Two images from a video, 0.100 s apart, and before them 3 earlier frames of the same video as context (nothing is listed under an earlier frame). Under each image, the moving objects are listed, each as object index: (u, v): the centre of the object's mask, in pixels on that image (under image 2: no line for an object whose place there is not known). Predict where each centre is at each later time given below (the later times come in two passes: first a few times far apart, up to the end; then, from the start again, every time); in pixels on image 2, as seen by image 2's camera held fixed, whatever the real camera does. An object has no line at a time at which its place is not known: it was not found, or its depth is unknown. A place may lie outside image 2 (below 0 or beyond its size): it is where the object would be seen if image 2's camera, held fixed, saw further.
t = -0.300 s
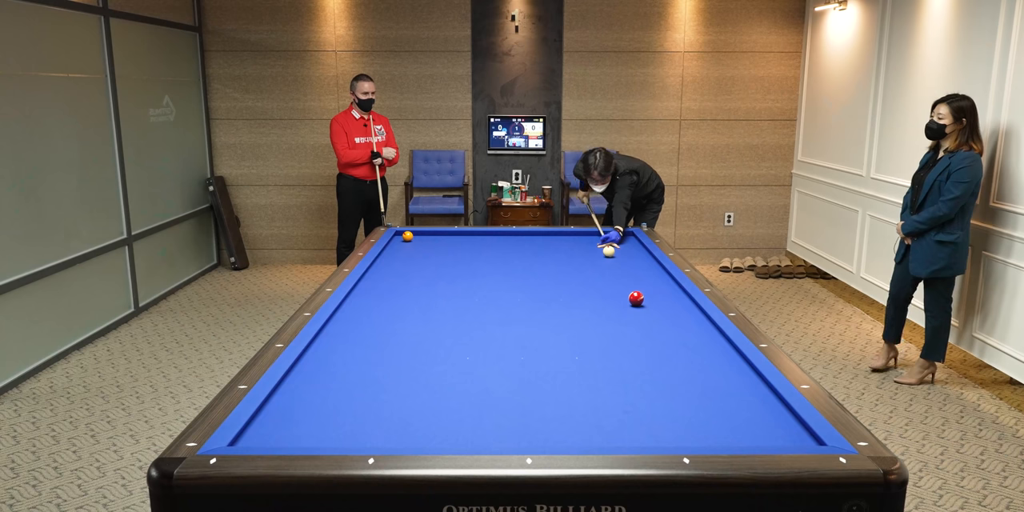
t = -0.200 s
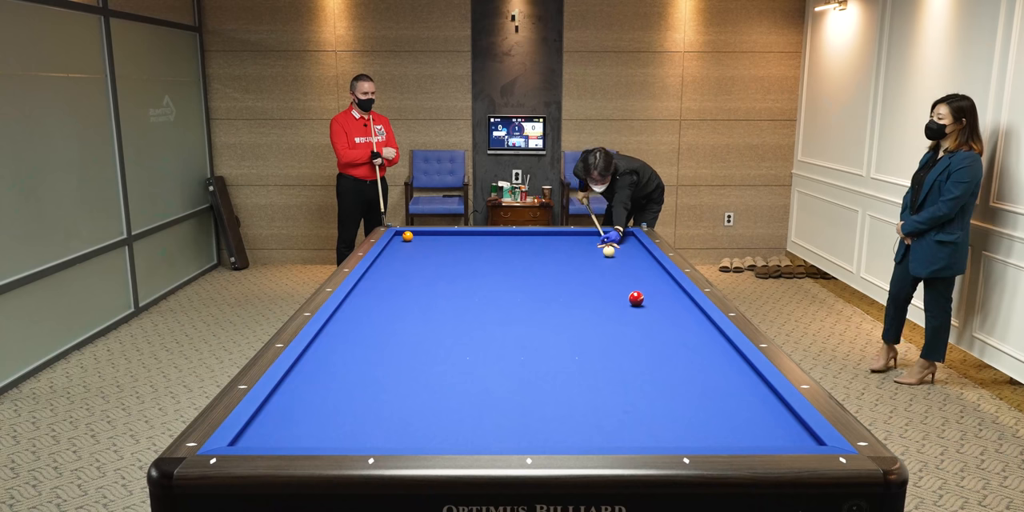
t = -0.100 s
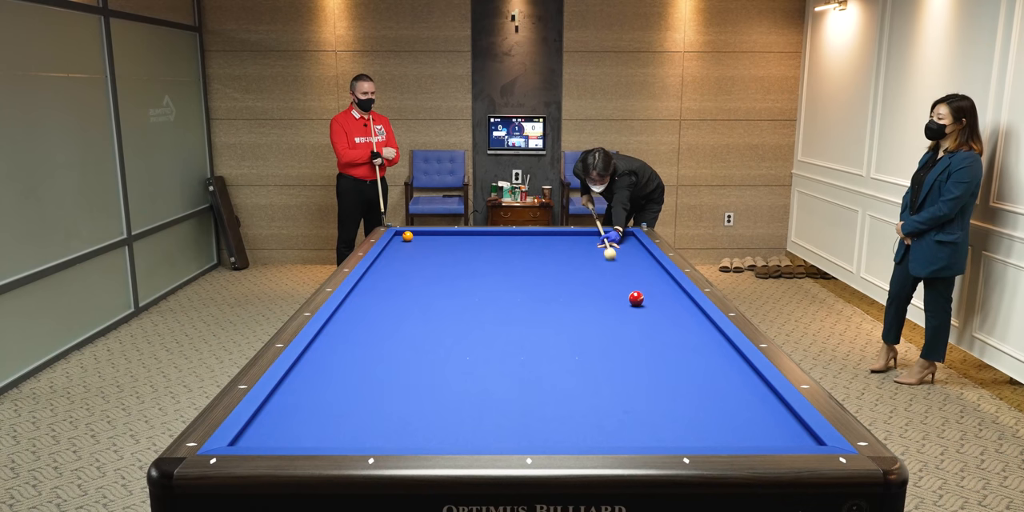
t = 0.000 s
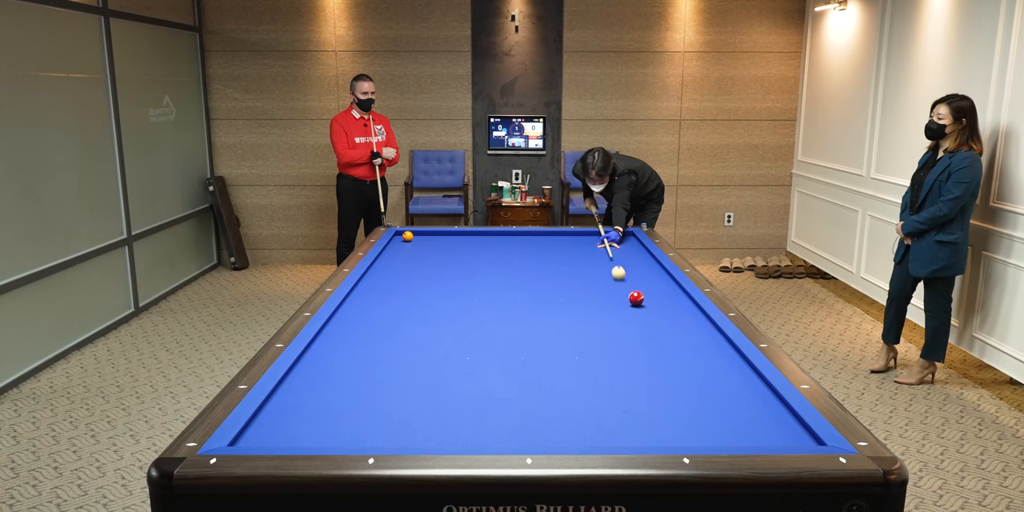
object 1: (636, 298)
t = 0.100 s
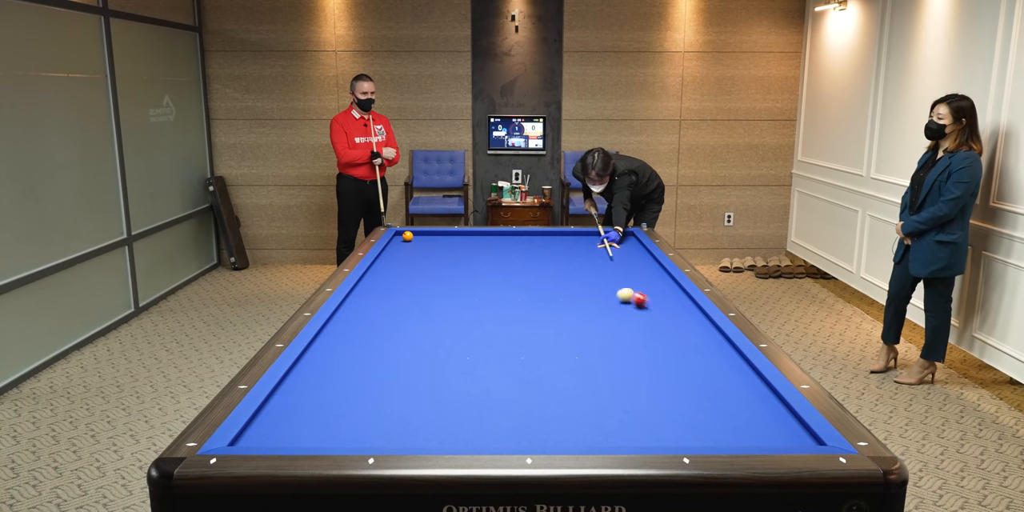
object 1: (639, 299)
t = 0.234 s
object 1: (705, 331)
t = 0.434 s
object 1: (706, 383)
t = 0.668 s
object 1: (666, 433)
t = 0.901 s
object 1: (573, 386)
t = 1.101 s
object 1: (515, 360)
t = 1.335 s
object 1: (458, 336)
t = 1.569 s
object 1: (412, 316)
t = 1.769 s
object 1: (378, 301)
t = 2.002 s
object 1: (369, 287)
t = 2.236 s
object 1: (402, 275)
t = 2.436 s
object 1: (425, 266)
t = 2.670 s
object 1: (450, 257)
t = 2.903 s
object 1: (472, 249)
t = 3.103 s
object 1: (489, 243)
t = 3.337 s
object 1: (507, 236)
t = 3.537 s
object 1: (522, 233)
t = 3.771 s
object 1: (543, 237)
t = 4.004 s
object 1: (565, 240)
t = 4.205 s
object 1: (585, 244)
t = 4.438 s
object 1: (608, 248)
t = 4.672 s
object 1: (633, 252)
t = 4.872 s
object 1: (645, 255)
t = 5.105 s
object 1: (636, 259)
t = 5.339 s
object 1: (627, 264)
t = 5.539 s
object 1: (618, 268)
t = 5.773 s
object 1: (608, 272)
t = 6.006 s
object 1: (598, 277)
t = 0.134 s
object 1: (655, 307)
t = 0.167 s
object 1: (671, 315)
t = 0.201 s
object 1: (687, 323)
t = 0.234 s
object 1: (705, 331)
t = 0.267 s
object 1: (723, 341)
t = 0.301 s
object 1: (721, 349)
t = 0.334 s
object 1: (717, 357)
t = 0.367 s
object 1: (713, 365)
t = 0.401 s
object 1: (710, 374)
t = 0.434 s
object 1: (706, 383)
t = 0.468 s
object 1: (702, 392)
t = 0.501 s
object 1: (699, 402)
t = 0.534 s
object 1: (695, 413)
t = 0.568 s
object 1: (691, 423)
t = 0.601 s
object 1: (688, 433)
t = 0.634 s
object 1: (682, 438)
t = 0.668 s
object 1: (666, 433)
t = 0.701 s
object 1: (650, 425)
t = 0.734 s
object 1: (635, 417)
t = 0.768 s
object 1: (622, 410)
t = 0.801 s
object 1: (609, 403)
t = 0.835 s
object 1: (596, 397)
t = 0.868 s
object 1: (584, 391)
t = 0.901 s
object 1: (573, 386)
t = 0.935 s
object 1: (563, 381)
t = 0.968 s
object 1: (553, 376)
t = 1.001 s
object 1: (543, 372)
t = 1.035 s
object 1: (533, 369)
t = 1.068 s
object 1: (524, 365)
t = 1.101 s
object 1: (515, 360)
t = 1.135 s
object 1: (506, 357)
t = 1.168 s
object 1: (498, 353)
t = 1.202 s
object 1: (489, 349)
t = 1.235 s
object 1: (481, 346)
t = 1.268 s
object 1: (474, 342)
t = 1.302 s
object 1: (466, 339)
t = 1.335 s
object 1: (458, 336)
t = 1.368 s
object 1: (451, 333)
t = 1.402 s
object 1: (445, 330)
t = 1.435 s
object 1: (438, 327)
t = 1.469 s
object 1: (431, 324)
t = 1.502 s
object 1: (425, 321)
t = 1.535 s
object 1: (418, 318)
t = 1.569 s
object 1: (412, 316)
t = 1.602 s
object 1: (406, 313)
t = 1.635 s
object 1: (400, 311)
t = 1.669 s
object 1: (395, 308)
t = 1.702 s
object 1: (389, 306)
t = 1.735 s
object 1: (384, 304)
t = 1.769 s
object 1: (378, 301)
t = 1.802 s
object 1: (373, 299)
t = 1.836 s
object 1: (368, 297)
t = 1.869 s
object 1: (363, 295)
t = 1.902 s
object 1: (358, 293)
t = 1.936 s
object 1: (357, 291)
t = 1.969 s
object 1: (364, 289)
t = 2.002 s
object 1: (369, 287)
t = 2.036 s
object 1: (375, 285)
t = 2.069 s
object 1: (380, 283)
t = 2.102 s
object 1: (384, 282)
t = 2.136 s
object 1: (388, 280)
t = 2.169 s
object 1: (393, 279)
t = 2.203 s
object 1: (397, 277)
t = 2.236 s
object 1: (402, 275)
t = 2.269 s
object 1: (405, 274)
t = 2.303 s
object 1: (410, 272)
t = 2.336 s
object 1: (414, 271)
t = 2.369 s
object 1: (418, 269)
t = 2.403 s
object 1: (421, 268)
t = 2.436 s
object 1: (425, 266)
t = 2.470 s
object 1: (429, 265)
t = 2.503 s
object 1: (433, 263)
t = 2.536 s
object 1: (436, 262)
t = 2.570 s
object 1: (440, 261)
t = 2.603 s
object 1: (443, 260)
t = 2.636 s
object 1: (446, 258)
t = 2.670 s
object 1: (450, 257)
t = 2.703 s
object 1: (453, 256)
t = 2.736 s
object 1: (456, 255)
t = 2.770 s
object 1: (460, 254)
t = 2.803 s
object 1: (463, 252)
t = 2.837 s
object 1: (466, 251)
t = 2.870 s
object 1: (469, 250)
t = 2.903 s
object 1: (472, 249)
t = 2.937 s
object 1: (475, 248)
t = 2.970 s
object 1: (478, 247)
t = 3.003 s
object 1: (480, 246)
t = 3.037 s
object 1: (483, 245)
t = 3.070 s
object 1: (486, 244)
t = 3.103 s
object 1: (489, 243)
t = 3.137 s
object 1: (491, 242)
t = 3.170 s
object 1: (494, 240)
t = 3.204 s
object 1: (497, 239)
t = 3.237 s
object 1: (499, 239)
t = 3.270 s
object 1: (502, 238)
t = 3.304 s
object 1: (504, 237)
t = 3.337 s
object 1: (507, 236)
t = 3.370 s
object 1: (509, 235)
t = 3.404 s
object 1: (511, 234)
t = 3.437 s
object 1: (514, 233)
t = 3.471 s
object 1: (516, 232)
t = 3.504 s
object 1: (518, 232)
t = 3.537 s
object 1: (522, 233)
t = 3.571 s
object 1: (525, 234)
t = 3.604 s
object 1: (528, 234)
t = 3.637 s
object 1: (531, 235)
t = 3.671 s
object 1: (534, 235)
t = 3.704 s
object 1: (537, 236)
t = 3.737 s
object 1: (541, 236)
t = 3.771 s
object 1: (543, 237)
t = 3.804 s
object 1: (546, 237)
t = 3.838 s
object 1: (550, 237)
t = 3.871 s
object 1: (553, 238)
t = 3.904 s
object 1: (556, 239)
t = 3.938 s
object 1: (559, 239)
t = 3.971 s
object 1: (562, 240)
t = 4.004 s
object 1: (565, 240)
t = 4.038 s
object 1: (568, 241)
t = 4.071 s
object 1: (572, 242)
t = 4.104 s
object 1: (575, 242)
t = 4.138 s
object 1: (578, 243)
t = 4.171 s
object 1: (582, 243)
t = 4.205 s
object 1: (585, 244)
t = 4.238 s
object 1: (588, 244)
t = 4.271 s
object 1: (591, 245)
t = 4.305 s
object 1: (595, 246)
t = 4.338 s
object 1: (598, 246)
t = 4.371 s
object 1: (602, 246)
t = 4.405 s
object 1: (605, 247)
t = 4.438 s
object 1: (608, 248)
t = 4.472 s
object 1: (611, 248)
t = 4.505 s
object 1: (615, 249)
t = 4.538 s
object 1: (618, 250)
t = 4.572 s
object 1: (622, 250)
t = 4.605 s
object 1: (626, 251)
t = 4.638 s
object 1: (629, 251)
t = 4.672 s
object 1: (633, 252)
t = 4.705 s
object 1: (636, 252)
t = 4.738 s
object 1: (640, 253)
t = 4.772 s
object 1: (643, 254)
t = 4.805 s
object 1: (646, 254)
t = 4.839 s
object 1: (647, 255)
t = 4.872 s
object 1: (645, 255)
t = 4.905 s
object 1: (644, 256)
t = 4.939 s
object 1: (643, 256)
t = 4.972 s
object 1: (641, 257)
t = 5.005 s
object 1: (640, 258)
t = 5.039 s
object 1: (638, 258)
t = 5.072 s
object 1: (637, 259)
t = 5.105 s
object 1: (636, 259)
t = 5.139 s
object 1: (635, 260)
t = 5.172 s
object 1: (633, 261)
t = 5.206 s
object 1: (632, 261)
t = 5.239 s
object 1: (631, 262)
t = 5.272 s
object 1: (629, 263)
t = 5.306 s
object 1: (628, 263)
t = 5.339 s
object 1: (627, 264)
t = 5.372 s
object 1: (625, 264)
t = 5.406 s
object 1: (624, 265)
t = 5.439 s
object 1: (622, 266)
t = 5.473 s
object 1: (621, 266)
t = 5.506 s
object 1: (620, 267)
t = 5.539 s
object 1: (618, 268)
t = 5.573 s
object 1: (617, 268)
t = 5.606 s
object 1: (615, 269)
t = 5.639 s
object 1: (614, 270)
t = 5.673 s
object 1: (612, 270)
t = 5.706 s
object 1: (611, 271)
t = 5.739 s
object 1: (610, 272)
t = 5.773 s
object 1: (608, 272)
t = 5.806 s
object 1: (607, 273)
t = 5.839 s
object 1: (606, 273)
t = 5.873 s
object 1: (604, 274)
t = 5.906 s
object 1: (602, 275)
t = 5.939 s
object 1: (601, 276)
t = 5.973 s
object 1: (599, 276)
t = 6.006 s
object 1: (598, 277)
